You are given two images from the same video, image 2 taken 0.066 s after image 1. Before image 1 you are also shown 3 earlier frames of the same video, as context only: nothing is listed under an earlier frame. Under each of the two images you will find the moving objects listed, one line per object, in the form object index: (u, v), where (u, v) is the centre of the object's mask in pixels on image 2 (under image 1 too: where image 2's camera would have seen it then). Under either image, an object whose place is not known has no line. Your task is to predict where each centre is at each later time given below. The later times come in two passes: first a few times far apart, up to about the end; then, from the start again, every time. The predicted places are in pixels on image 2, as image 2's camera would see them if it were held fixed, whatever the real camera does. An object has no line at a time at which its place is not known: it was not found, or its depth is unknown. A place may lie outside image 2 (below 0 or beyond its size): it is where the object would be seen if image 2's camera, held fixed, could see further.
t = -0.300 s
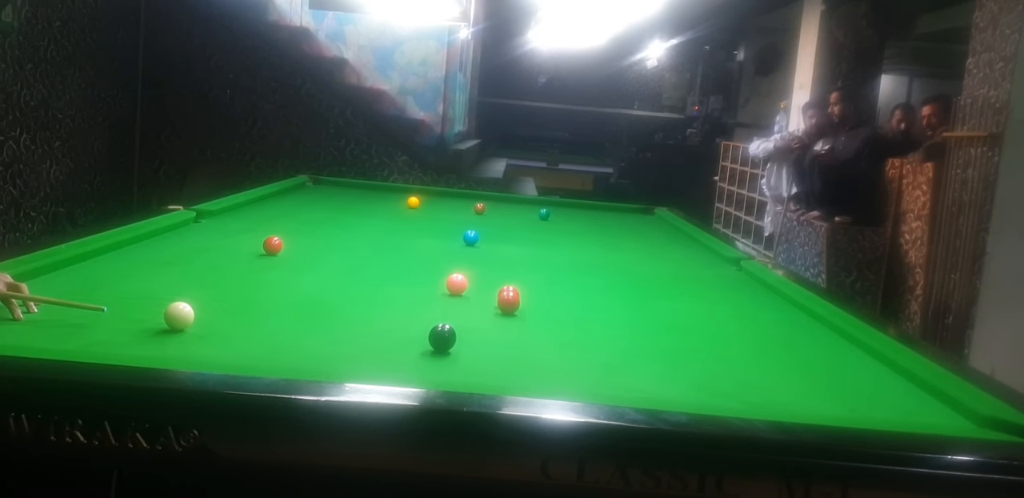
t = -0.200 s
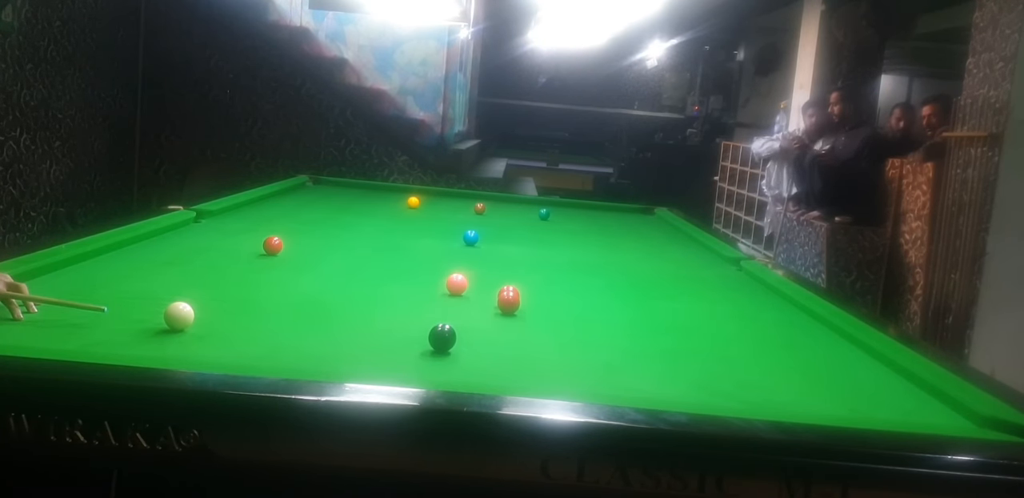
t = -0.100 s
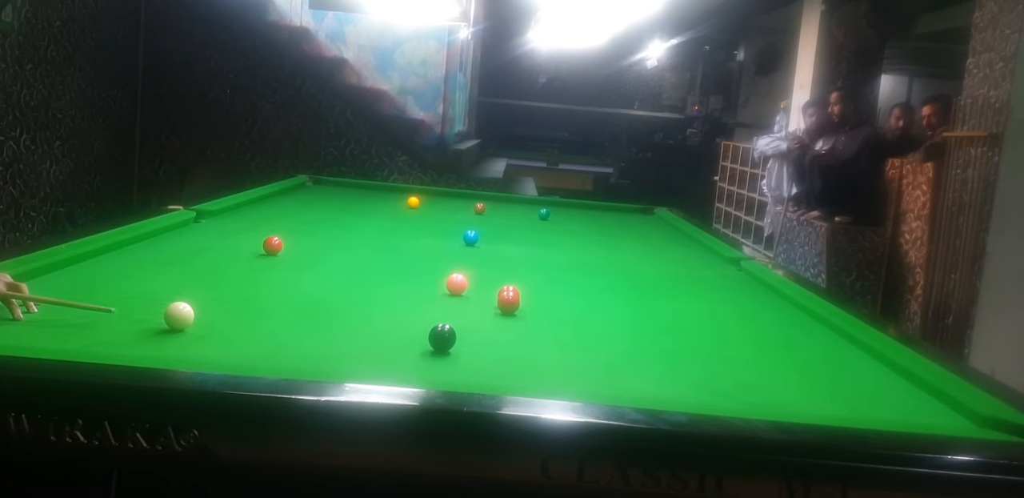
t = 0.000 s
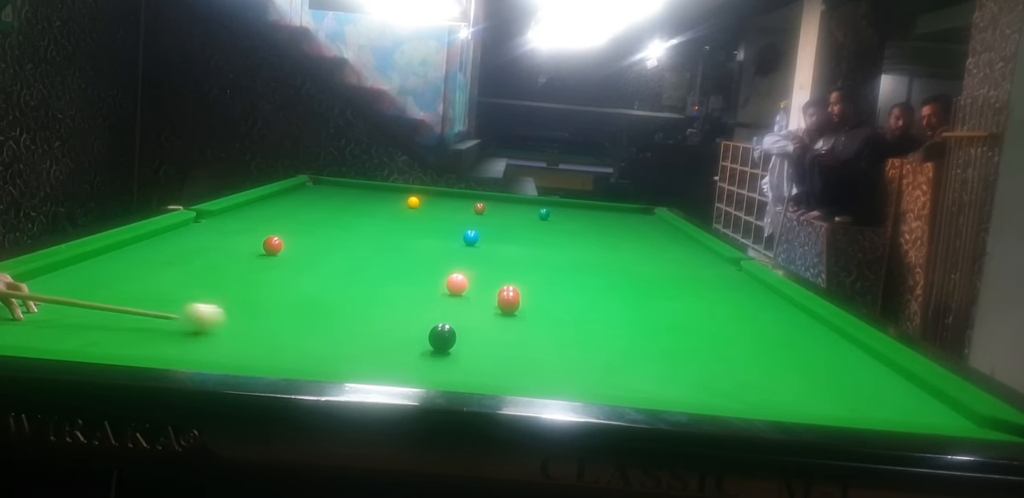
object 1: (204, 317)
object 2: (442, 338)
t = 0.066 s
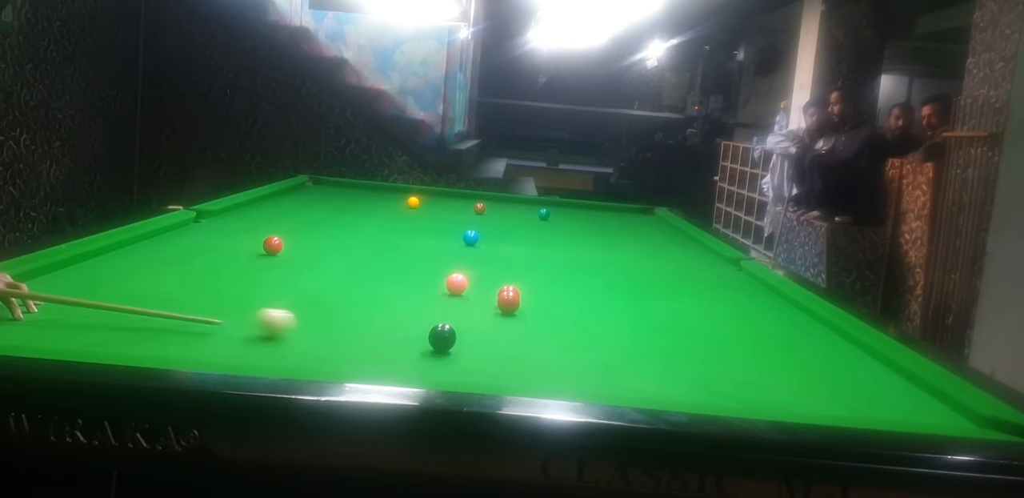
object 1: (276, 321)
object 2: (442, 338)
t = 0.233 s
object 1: (417, 332)
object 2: (445, 337)
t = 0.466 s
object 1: (454, 326)
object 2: (553, 356)
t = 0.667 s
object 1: (482, 321)
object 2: (639, 371)
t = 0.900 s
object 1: (511, 316)
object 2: (745, 389)
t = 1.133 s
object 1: (537, 312)
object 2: (853, 404)
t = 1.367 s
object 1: (560, 308)
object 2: (961, 418)
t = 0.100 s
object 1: (309, 323)
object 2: (442, 338)
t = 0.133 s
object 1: (340, 325)
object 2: (442, 338)
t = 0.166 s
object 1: (369, 327)
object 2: (442, 337)
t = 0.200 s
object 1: (396, 329)
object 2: (442, 338)
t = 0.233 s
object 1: (417, 332)
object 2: (445, 337)
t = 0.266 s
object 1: (422, 331)
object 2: (463, 340)
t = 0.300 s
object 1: (427, 330)
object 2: (481, 343)
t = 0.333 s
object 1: (432, 329)
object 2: (497, 347)
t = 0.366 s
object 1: (438, 328)
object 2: (511, 350)
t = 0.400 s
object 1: (443, 327)
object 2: (525, 351)
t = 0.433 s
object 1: (449, 327)
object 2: (539, 354)
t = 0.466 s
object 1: (454, 326)
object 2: (553, 356)
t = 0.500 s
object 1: (459, 325)
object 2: (567, 358)
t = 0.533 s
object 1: (463, 324)
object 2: (582, 361)
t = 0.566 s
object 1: (468, 323)
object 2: (596, 364)
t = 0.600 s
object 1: (473, 322)
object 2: (611, 366)
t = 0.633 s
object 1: (477, 321)
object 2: (625, 368)
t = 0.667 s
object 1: (482, 321)
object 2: (639, 371)
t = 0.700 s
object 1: (486, 320)
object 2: (654, 374)
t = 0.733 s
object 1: (491, 319)
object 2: (669, 377)
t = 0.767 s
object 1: (495, 319)
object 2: (684, 379)
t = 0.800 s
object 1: (499, 318)
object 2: (700, 382)
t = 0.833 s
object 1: (503, 317)
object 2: (715, 385)
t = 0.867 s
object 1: (507, 316)
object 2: (730, 387)
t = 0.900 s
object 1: (511, 316)
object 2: (745, 389)
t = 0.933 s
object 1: (515, 315)
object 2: (761, 391)
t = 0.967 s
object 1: (519, 315)
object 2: (775, 393)
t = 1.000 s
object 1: (523, 314)
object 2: (791, 395)
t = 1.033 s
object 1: (526, 313)
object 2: (807, 398)
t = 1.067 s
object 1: (530, 313)
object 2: (821, 400)
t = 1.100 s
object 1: (534, 312)
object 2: (837, 402)
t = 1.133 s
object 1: (537, 312)
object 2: (853, 404)
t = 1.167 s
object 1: (541, 311)
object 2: (868, 406)
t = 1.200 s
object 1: (544, 311)
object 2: (883, 408)
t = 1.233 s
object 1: (547, 310)
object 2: (900, 410)
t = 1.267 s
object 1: (550, 310)
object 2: (916, 411)
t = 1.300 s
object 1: (554, 309)
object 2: (931, 413)
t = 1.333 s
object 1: (557, 309)
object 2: (946, 415)
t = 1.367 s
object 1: (560, 308)
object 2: (961, 418)
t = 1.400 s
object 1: (563, 308)
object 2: (978, 421)
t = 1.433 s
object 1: (566, 307)
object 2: (993, 424)
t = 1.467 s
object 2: (1008, 427)
